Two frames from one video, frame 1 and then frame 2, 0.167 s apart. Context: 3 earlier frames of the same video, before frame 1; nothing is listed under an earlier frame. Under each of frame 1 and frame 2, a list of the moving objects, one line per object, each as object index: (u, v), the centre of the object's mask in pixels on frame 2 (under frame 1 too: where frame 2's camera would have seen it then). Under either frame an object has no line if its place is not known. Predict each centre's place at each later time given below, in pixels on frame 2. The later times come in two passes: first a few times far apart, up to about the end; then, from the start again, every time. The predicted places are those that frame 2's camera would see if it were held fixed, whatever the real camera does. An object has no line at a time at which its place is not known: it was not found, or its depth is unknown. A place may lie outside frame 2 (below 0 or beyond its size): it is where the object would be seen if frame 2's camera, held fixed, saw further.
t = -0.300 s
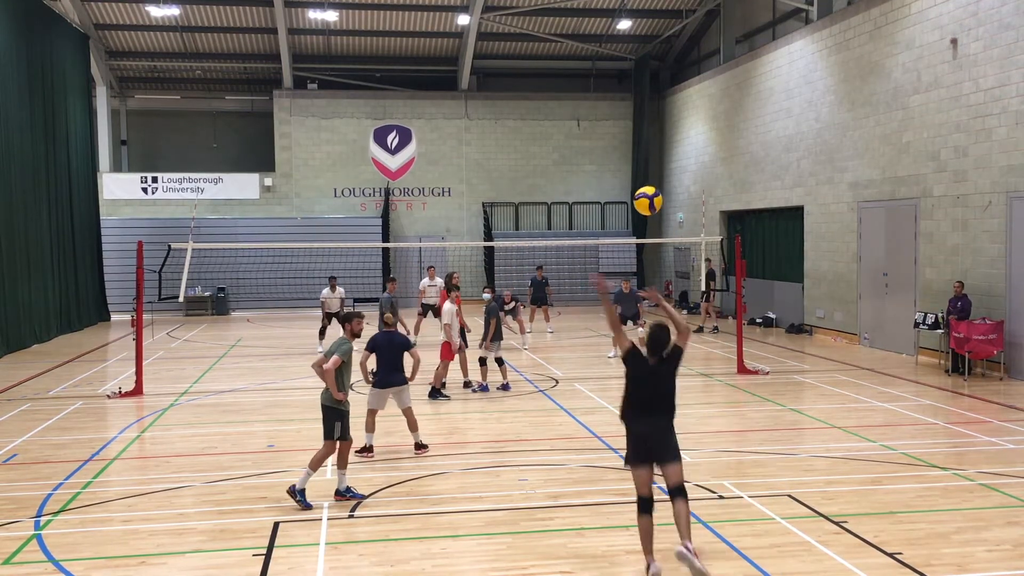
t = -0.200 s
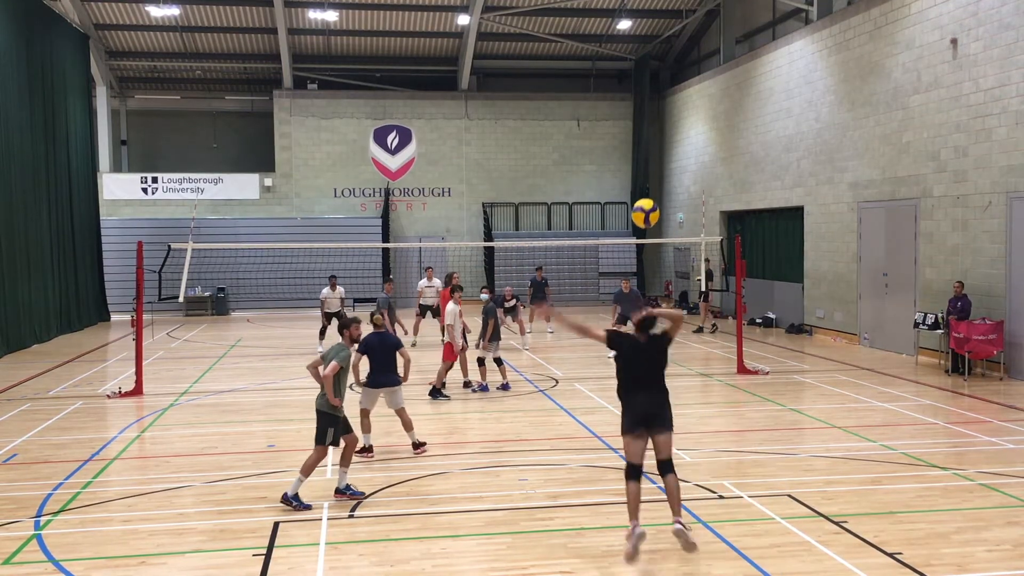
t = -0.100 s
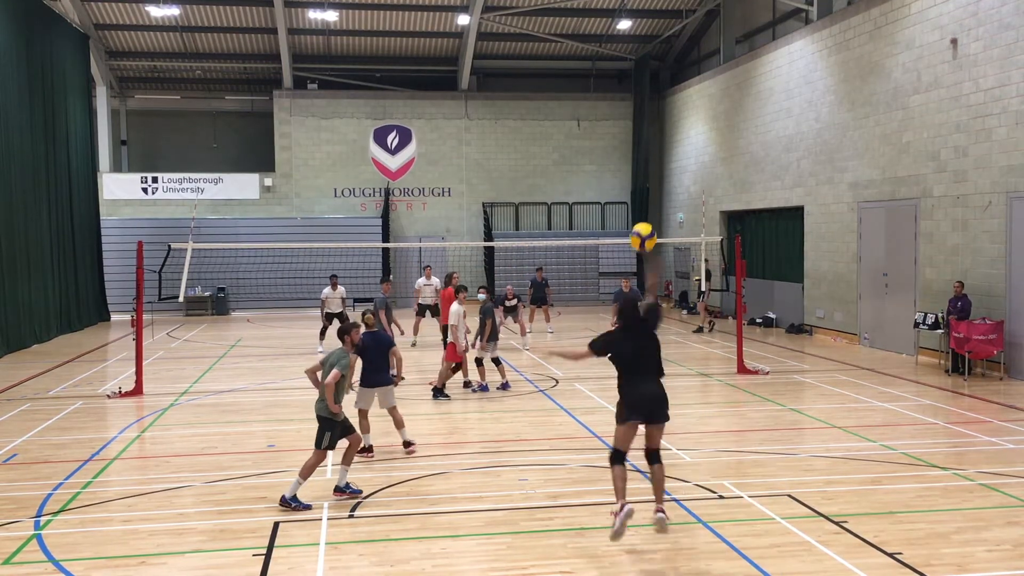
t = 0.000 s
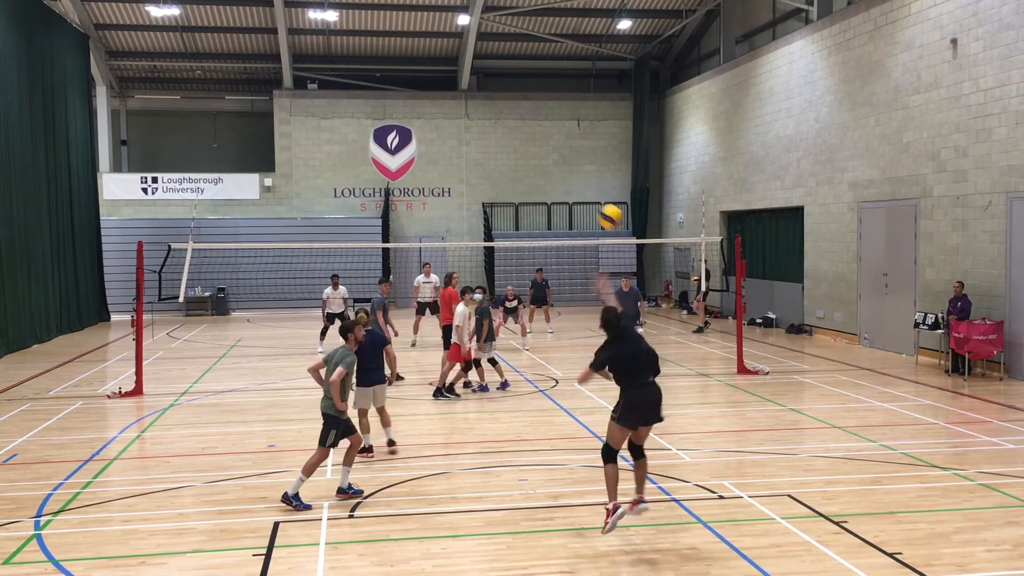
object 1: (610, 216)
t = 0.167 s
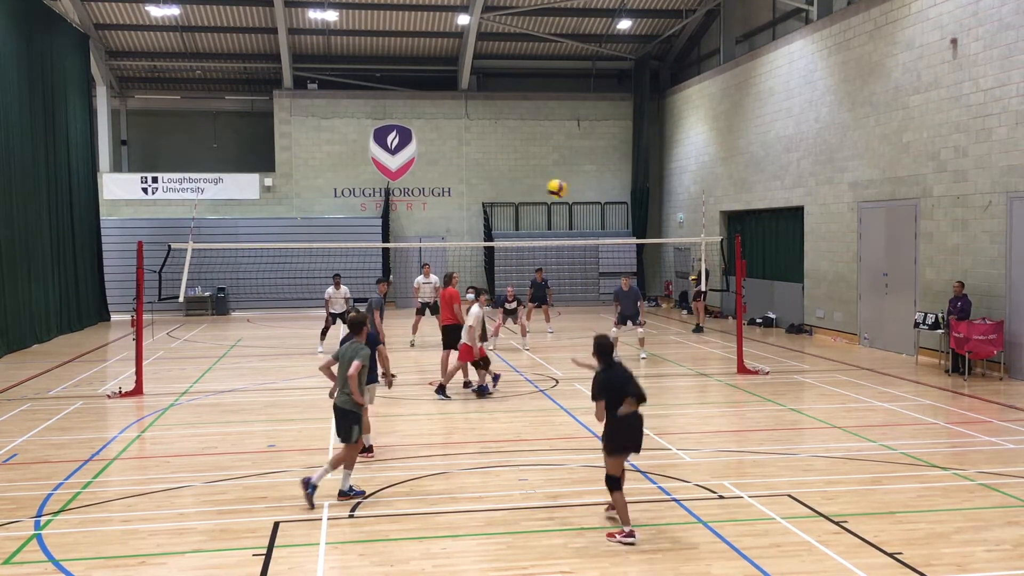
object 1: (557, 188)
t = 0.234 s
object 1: (542, 186)
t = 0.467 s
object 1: (506, 201)
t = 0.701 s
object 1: (487, 238)
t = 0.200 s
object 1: (550, 187)
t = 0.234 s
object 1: (542, 186)
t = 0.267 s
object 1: (536, 186)
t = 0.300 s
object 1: (530, 187)
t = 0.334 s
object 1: (525, 188)
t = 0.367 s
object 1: (520, 191)
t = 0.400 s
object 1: (515, 194)
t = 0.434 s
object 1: (511, 198)
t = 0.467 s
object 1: (506, 201)
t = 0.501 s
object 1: (502, 206)
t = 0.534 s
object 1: (499, 211)
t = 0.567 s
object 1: (496, 216)
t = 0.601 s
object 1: (493, 222)
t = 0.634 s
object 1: (490, 228)
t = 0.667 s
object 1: (489, 233)
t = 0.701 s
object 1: (487, 238)
